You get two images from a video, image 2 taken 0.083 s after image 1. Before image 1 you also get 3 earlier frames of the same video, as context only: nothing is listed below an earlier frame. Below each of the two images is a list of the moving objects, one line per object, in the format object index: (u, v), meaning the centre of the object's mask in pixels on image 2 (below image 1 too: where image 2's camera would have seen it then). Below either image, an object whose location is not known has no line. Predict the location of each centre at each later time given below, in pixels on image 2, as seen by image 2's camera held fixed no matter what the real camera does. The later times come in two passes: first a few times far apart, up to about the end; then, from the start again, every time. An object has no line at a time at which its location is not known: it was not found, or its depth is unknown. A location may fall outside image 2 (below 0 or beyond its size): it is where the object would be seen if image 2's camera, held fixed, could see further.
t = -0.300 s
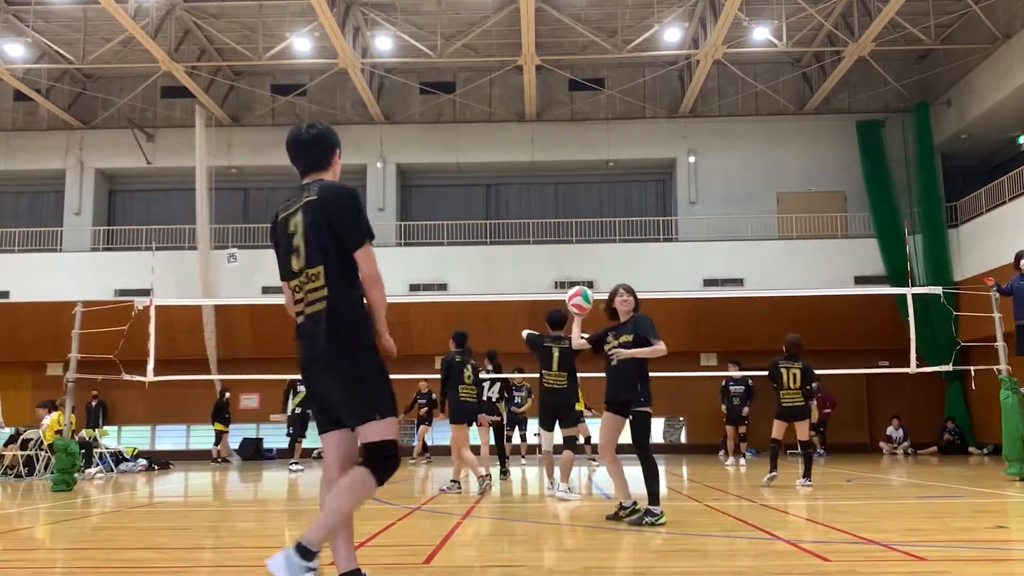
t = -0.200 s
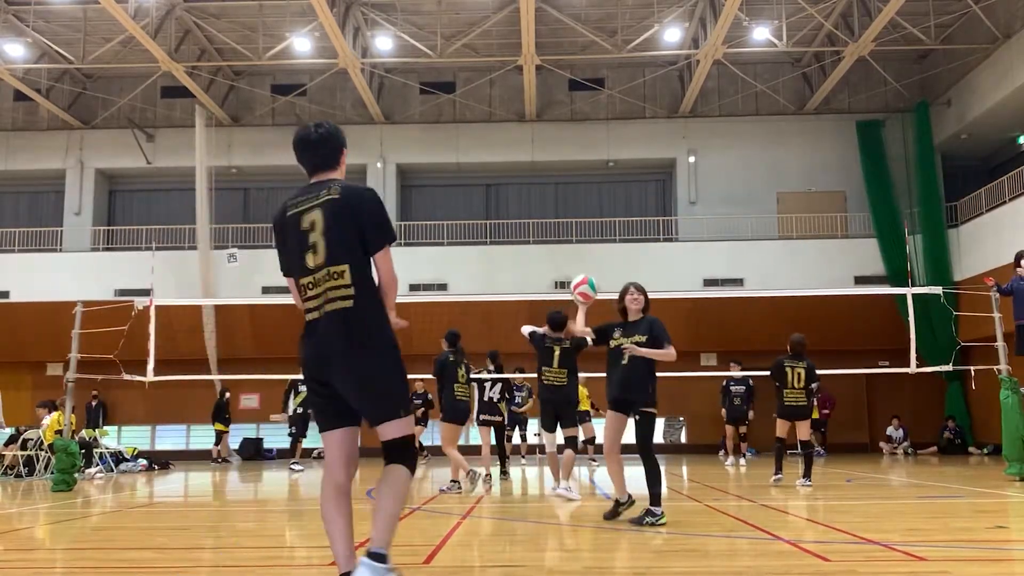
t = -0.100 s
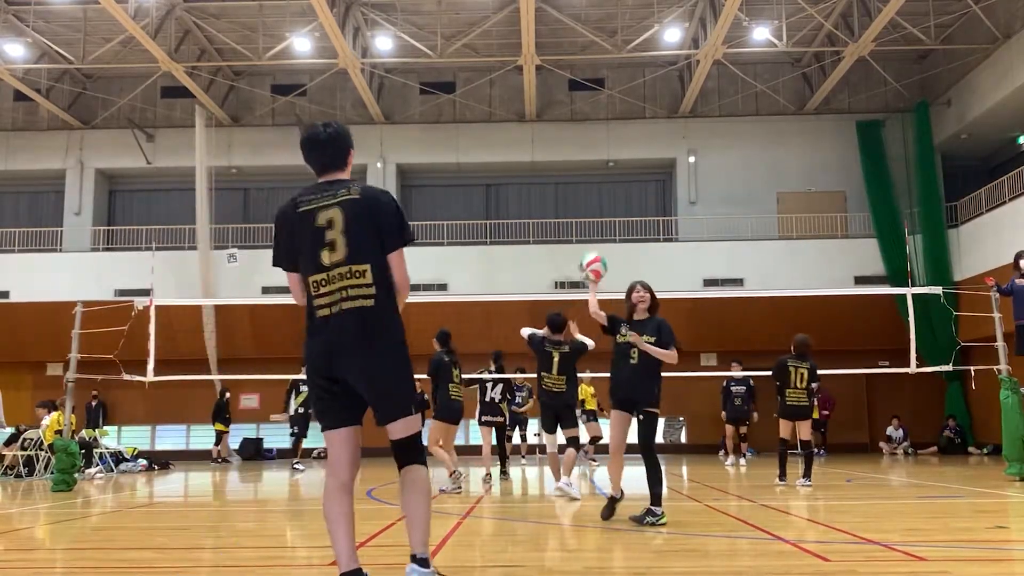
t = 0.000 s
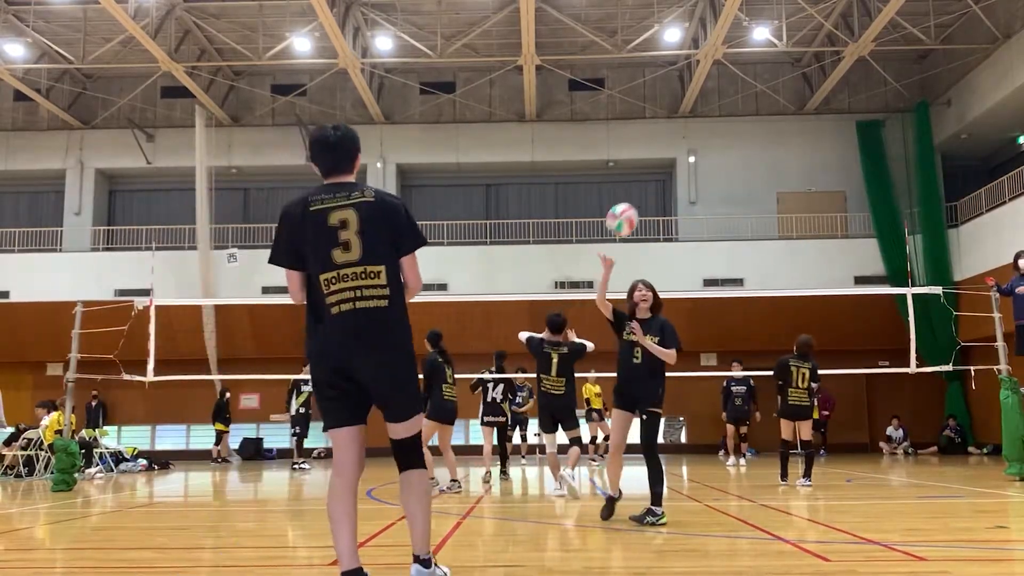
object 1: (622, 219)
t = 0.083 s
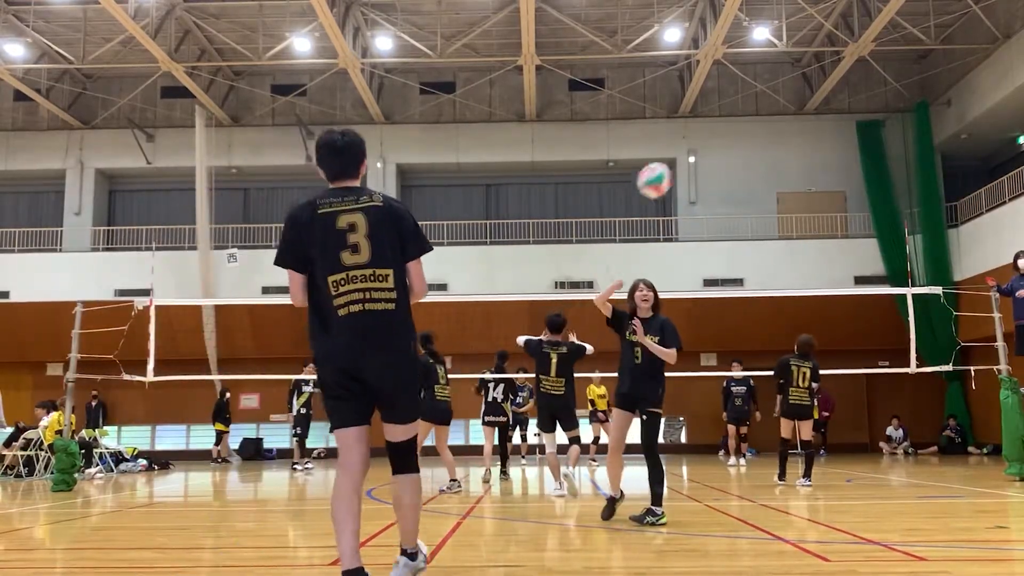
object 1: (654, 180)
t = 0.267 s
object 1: (745, 114)
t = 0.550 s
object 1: (961, 111)
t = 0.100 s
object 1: (661, 173)
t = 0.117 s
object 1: (668, 166)
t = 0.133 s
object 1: (676, 159)
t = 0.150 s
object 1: (683, 152)
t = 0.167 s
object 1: (692, 145)
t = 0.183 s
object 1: (700, 138)
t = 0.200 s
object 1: (708, 133)
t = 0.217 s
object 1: (717, 128)
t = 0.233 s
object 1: (725, 123)
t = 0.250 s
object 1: (735, 118)
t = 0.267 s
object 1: (745, 114)
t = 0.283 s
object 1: (754, 110)
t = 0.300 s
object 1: (764, 106)
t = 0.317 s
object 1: (775, 102)
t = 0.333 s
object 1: (785, 99)
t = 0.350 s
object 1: (796, 97)
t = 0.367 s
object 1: (807, 95)
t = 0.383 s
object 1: (819, 94)
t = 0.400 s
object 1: (831, 93)
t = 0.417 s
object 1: (844, 92)
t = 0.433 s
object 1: (857, 93)
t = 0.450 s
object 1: (871, 94)
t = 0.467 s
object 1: (884, 95)
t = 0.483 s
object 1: (899, 96)
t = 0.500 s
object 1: (914, 99)
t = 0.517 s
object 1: (929, 102)
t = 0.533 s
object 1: (944, 106)
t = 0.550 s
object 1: (961, 111)
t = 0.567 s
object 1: (979, 116)
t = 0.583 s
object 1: (995, 123)
